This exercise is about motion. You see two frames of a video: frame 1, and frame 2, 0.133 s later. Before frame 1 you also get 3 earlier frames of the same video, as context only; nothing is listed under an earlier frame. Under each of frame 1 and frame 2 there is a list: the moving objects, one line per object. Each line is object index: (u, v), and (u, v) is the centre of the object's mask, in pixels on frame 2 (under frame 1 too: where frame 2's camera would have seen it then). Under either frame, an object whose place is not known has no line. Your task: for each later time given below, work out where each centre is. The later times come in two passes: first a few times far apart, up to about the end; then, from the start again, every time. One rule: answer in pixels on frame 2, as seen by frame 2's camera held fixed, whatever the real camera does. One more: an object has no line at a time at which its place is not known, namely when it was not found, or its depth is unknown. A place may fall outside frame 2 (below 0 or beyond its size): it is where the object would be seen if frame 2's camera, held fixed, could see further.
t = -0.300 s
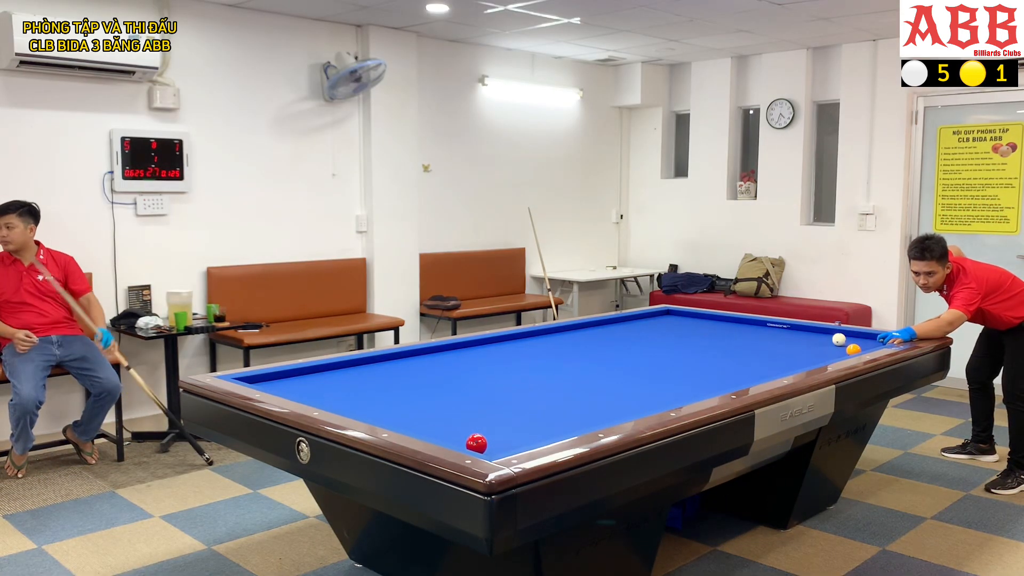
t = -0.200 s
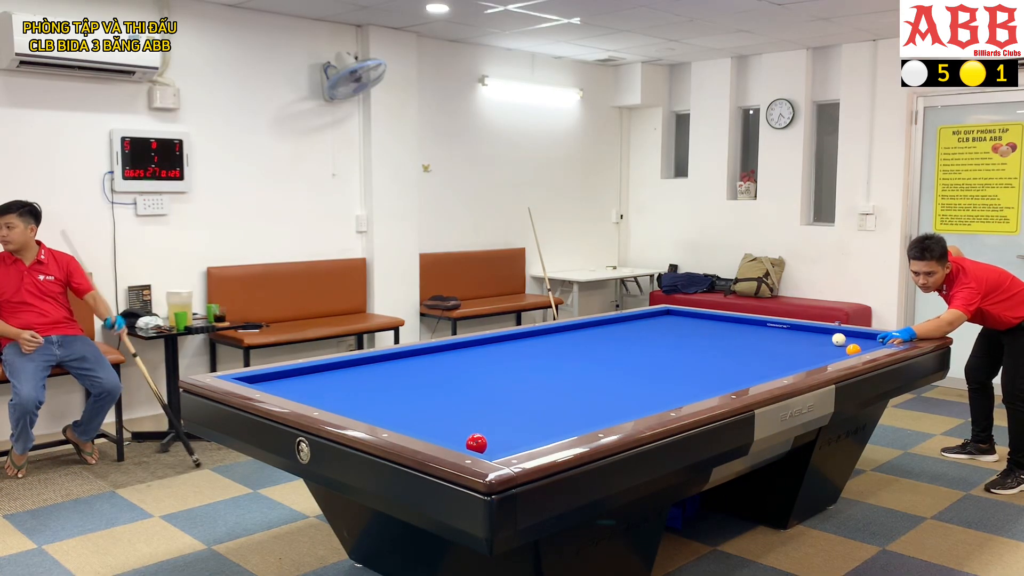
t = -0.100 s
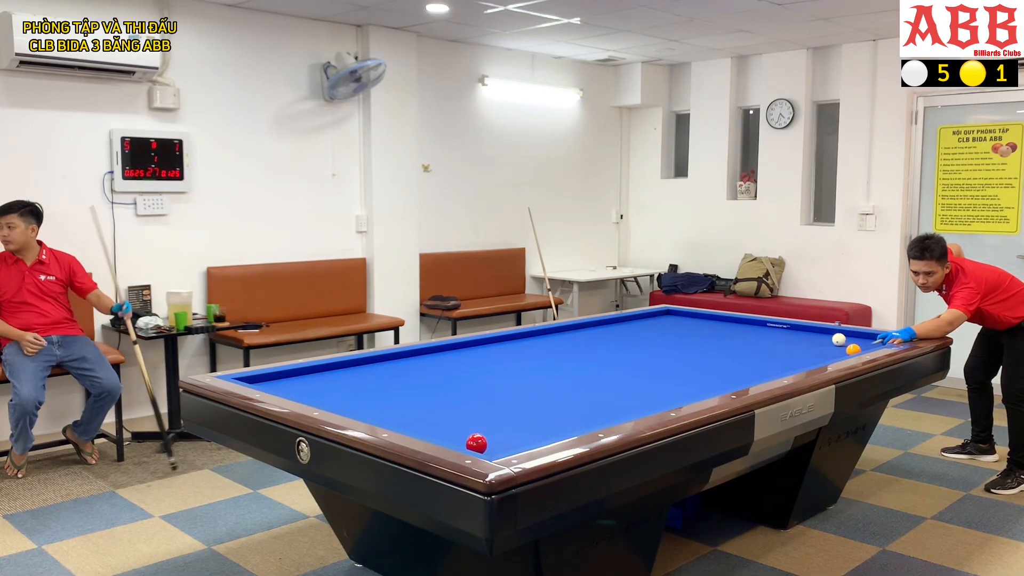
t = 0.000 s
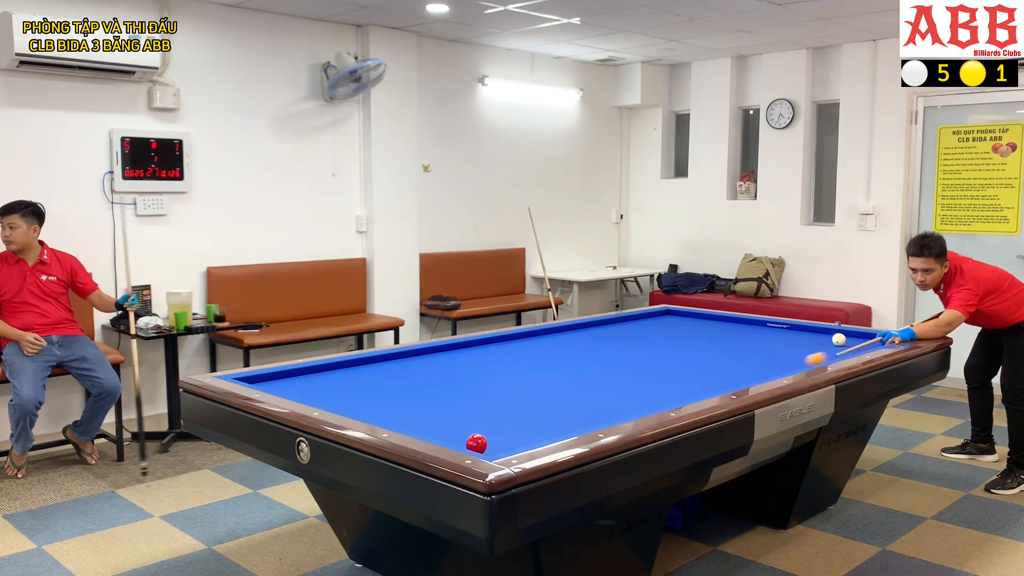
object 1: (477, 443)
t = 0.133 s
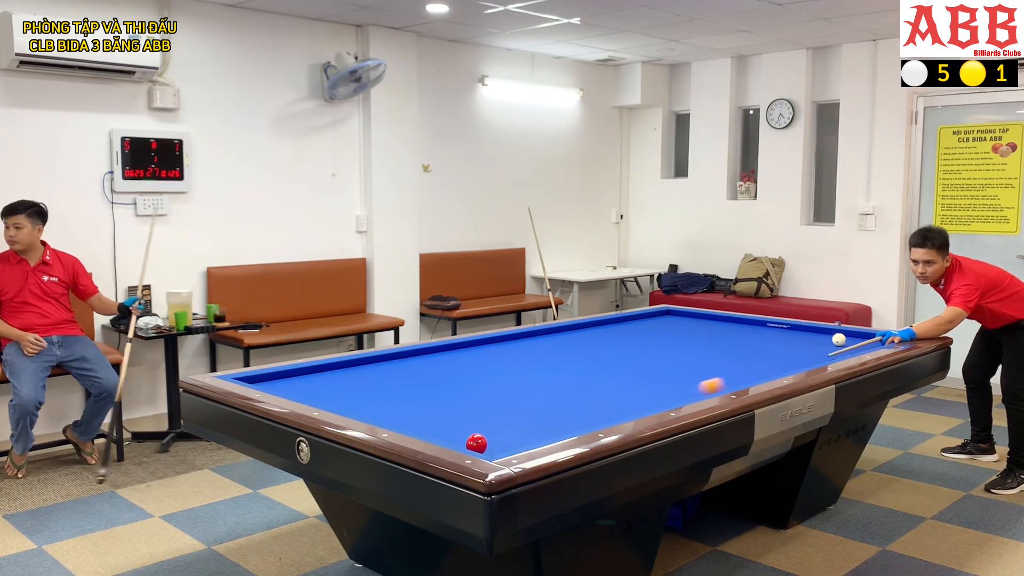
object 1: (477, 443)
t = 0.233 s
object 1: (477, 443)
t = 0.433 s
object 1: (502, 420)
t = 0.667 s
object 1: (577, 379)
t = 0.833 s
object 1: (611, 359)
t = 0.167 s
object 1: (477, 443)
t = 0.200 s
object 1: (477, 443)
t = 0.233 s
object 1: (477, 443)
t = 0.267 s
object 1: (477, 443)
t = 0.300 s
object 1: (477, 443)
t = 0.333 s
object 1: (468, 442)
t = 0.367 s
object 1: (471, 438)
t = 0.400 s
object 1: (487, 428)
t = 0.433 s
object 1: (502, 420)
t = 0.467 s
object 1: (515, 413)
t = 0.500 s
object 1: (527, 406)
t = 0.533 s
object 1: (539, 400)
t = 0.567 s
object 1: (549, 394)
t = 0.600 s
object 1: (559, 388)
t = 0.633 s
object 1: (568, 383)
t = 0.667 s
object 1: (577, 379)
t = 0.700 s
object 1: (584, 374)
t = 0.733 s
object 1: (591, 370)
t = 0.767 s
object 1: (598, 366)
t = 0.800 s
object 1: (605, 363)
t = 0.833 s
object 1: (611, 359)
